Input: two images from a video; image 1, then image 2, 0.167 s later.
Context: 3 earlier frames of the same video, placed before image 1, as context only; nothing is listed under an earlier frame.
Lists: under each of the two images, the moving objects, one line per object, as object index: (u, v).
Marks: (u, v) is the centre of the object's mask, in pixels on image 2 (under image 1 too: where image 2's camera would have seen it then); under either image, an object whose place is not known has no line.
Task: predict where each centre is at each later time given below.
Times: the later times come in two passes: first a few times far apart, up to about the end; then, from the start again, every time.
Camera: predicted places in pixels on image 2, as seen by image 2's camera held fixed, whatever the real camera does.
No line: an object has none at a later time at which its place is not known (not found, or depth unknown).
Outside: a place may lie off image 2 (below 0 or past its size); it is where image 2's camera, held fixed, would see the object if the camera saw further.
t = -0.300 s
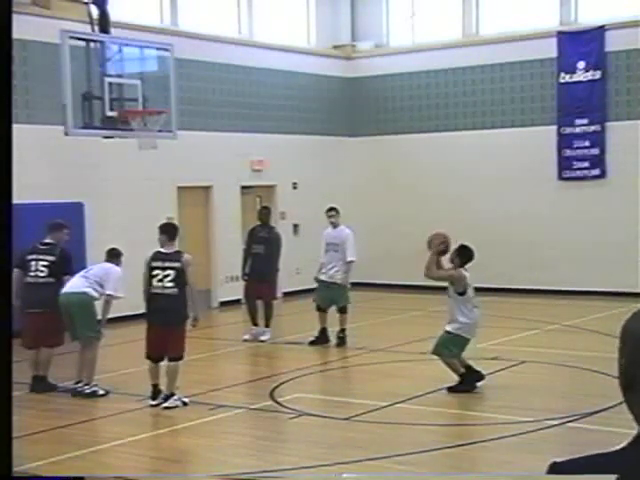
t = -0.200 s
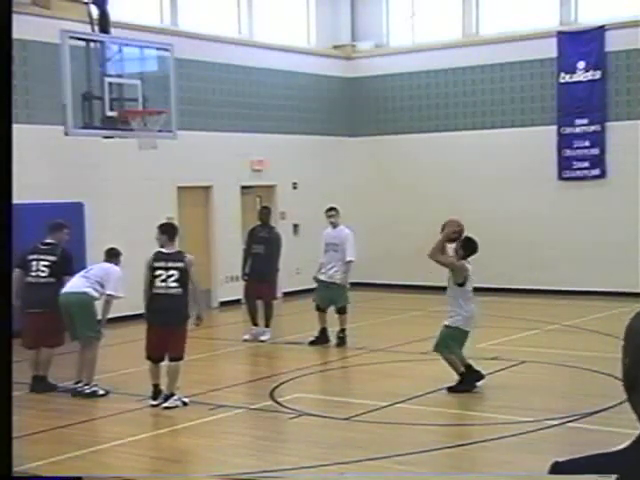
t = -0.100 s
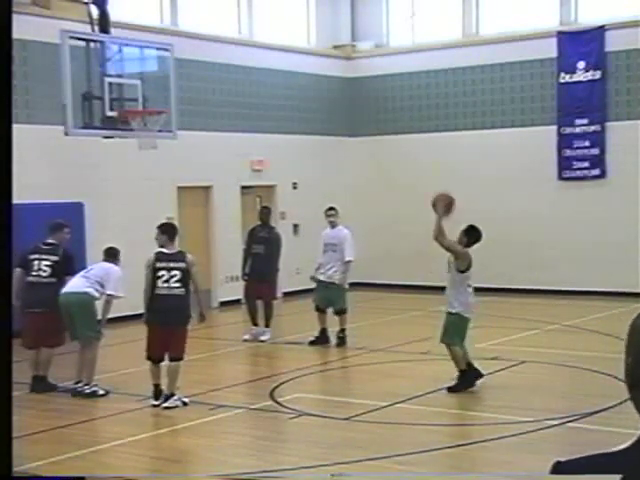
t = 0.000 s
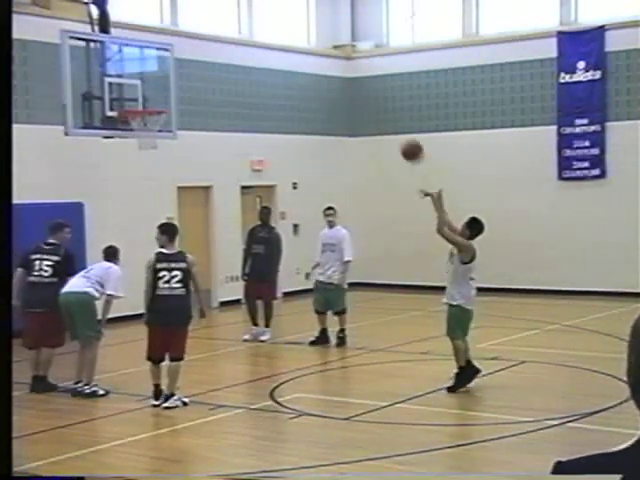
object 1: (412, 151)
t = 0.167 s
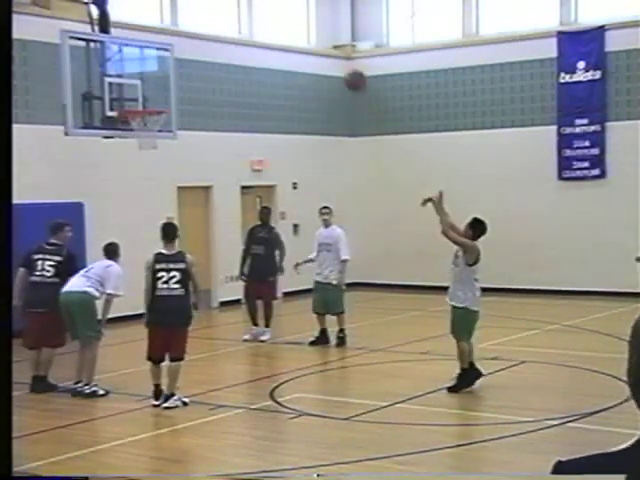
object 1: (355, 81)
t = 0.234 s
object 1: (334, 61)
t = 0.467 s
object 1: (264, 28)
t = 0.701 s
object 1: (204, 44)
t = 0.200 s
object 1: (344, 70)
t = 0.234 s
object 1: (334, 61)
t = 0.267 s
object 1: (323, 53)
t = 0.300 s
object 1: (313, 46)
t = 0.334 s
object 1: (303, 41)
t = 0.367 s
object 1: (293, 36)
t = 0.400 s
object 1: (284, 32)
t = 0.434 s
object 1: (274, 30)
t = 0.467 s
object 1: (264, 28)
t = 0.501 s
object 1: (255, 27)
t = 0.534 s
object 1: (246, 28)
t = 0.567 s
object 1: (238, 29)
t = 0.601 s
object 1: (229, 32)
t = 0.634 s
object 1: (221, 35)
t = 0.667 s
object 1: (212, 39)
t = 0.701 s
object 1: (204, 44)
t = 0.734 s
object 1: (196, 50)
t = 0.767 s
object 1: (187, 57)
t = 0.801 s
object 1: (180, 64)
